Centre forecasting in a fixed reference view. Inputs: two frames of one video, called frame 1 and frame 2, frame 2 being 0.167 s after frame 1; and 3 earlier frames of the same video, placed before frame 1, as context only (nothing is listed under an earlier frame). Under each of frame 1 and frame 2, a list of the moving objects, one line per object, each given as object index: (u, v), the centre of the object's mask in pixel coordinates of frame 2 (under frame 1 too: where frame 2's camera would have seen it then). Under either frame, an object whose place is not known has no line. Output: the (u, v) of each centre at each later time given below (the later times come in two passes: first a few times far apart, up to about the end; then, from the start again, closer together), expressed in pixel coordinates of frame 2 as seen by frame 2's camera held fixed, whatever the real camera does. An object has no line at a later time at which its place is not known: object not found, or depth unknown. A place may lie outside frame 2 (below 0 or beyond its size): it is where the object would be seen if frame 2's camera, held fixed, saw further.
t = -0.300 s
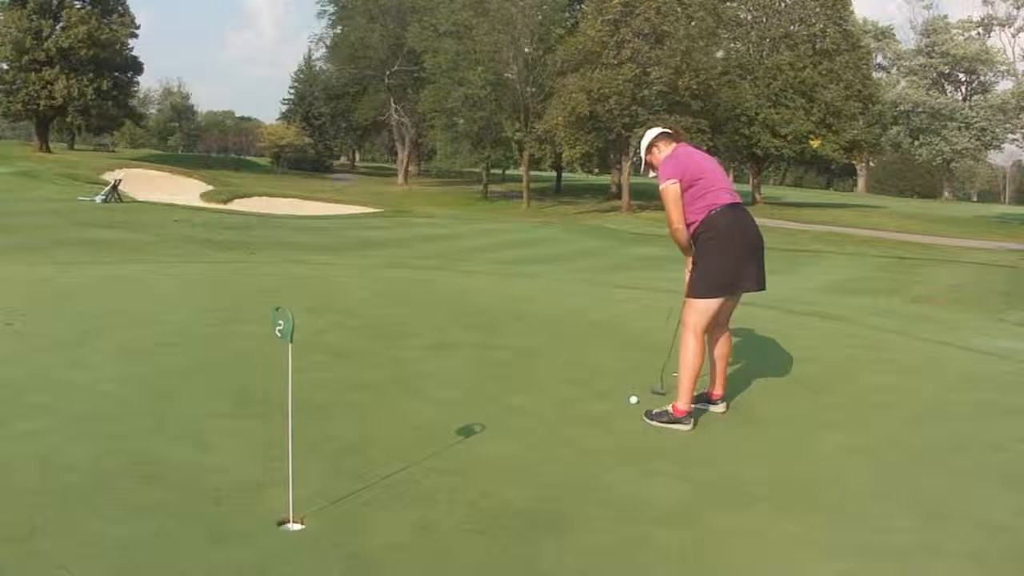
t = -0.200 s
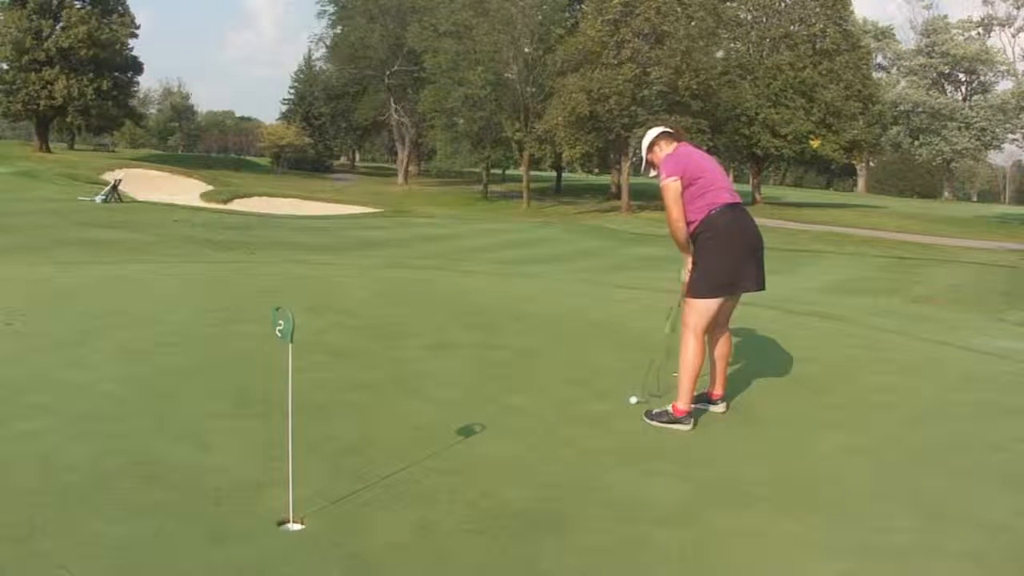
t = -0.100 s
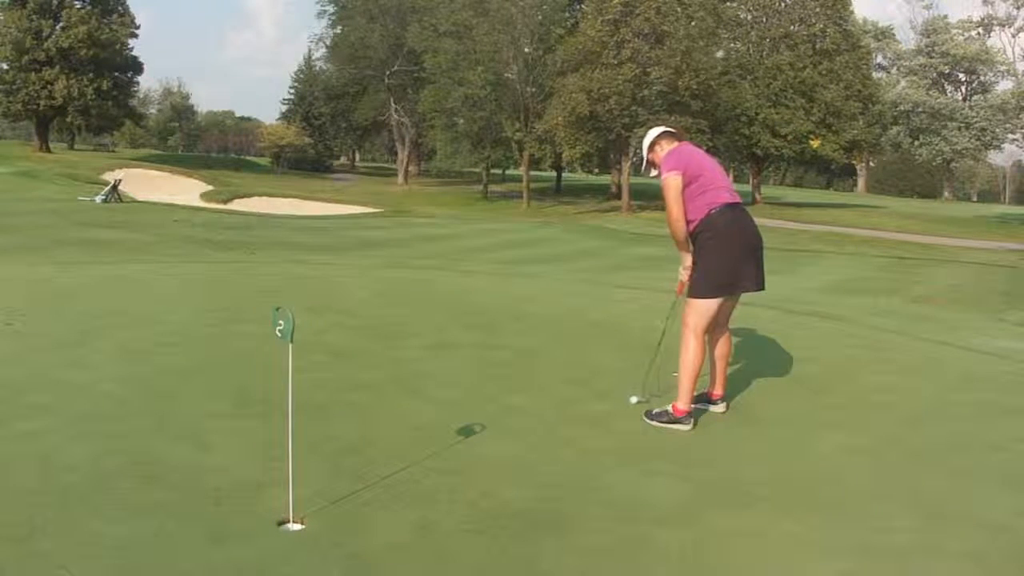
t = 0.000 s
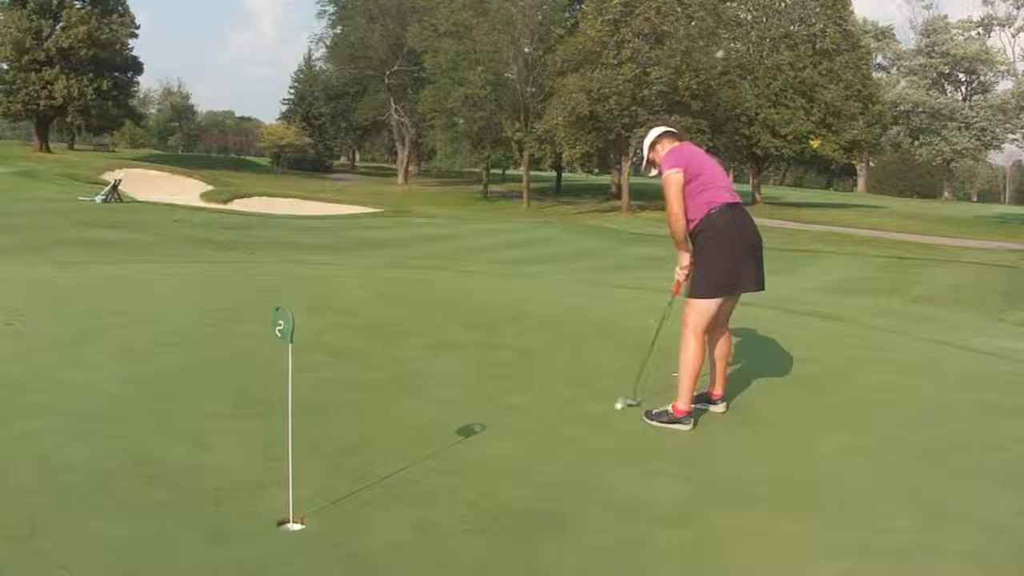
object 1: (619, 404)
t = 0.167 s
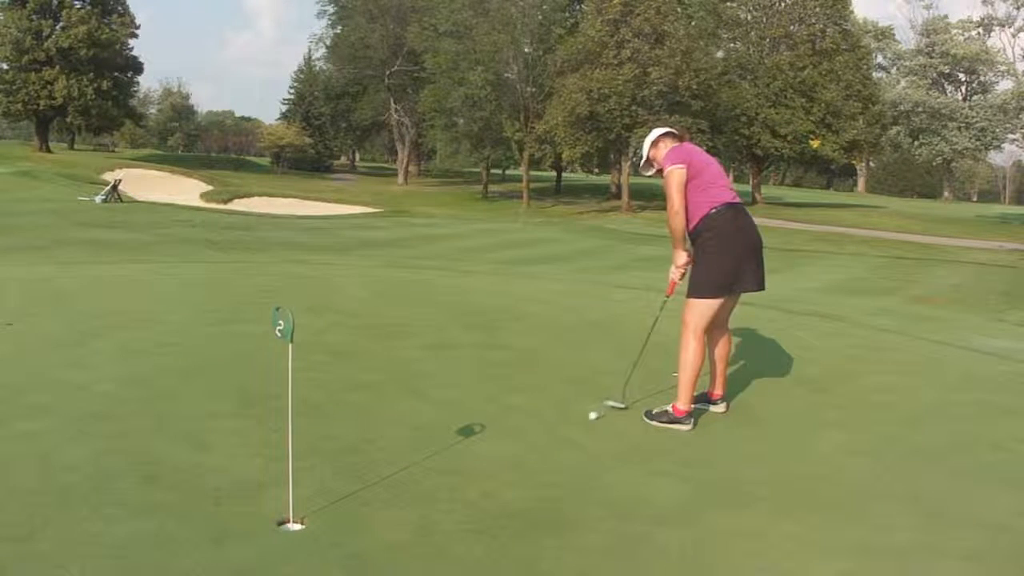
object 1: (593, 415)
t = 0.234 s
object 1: (582, 418)
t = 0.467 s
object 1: (541, 435)
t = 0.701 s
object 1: (497, 450)
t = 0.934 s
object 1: (449, 467)
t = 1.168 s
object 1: (399, 482)
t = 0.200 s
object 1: (587, 417)
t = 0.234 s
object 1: (582, 418)
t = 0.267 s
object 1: (577, 422)
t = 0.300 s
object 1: (569, 424)
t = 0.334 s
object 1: (563, 425)
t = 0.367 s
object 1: (557, 428)
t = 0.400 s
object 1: (552, 431)
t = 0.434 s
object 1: (545, 432)
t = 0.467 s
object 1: (541, 435)
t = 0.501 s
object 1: (533, 437)
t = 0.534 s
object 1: (528, 439)
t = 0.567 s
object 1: (522, 441)
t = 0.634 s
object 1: (509, 446)
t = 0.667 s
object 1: (503, 448)
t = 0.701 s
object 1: (497, 450)
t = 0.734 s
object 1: (491, 453)
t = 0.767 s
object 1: (483, 455)
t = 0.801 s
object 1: (476, 457)
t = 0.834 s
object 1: (469, 459)
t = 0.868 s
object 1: (463, 462)
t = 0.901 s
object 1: (455, 465)
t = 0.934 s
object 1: (449, 467)
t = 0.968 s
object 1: (441, 470)
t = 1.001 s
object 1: (435, 471)
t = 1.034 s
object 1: (427, 474)
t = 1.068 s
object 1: (421, 476)
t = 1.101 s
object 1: (414, 478)
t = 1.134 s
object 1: (405, 481)
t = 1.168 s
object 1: (399, 482)
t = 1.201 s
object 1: (392, 485)
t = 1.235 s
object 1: (385, 487)
